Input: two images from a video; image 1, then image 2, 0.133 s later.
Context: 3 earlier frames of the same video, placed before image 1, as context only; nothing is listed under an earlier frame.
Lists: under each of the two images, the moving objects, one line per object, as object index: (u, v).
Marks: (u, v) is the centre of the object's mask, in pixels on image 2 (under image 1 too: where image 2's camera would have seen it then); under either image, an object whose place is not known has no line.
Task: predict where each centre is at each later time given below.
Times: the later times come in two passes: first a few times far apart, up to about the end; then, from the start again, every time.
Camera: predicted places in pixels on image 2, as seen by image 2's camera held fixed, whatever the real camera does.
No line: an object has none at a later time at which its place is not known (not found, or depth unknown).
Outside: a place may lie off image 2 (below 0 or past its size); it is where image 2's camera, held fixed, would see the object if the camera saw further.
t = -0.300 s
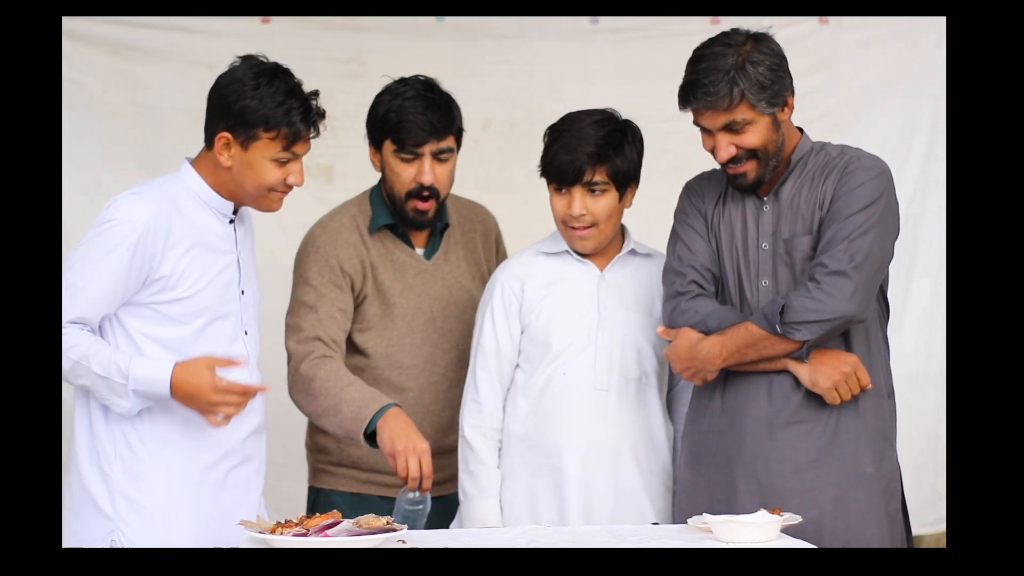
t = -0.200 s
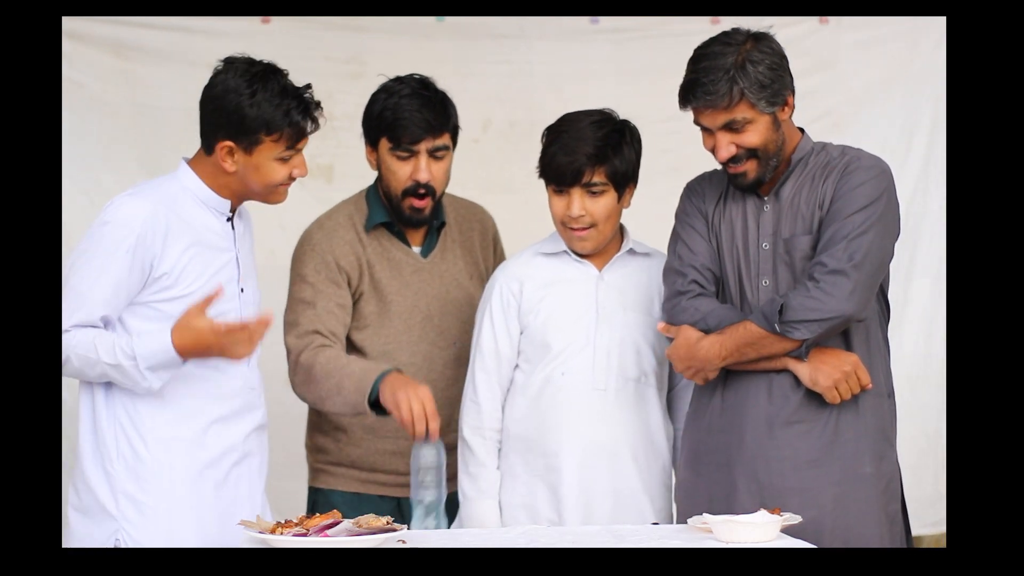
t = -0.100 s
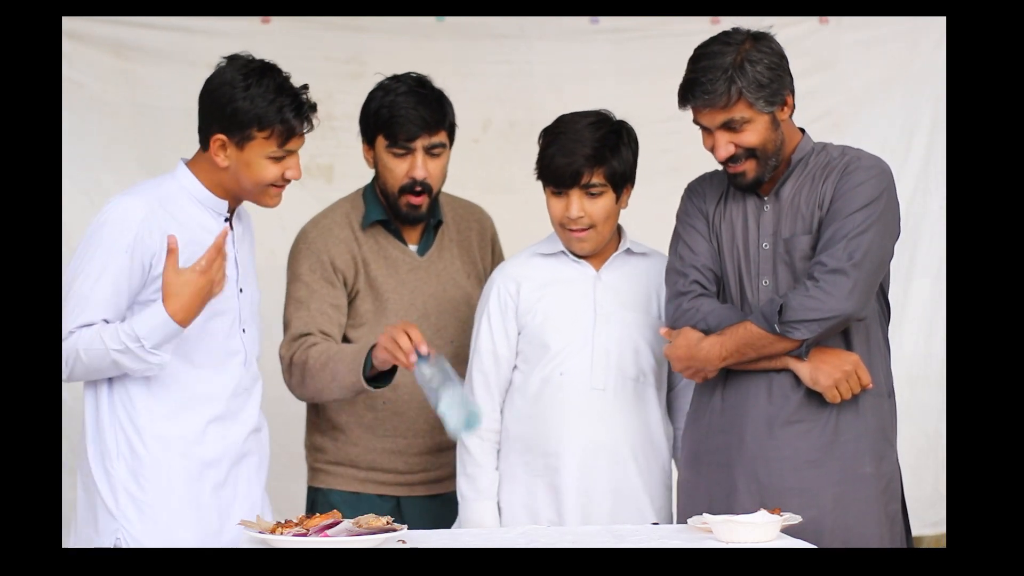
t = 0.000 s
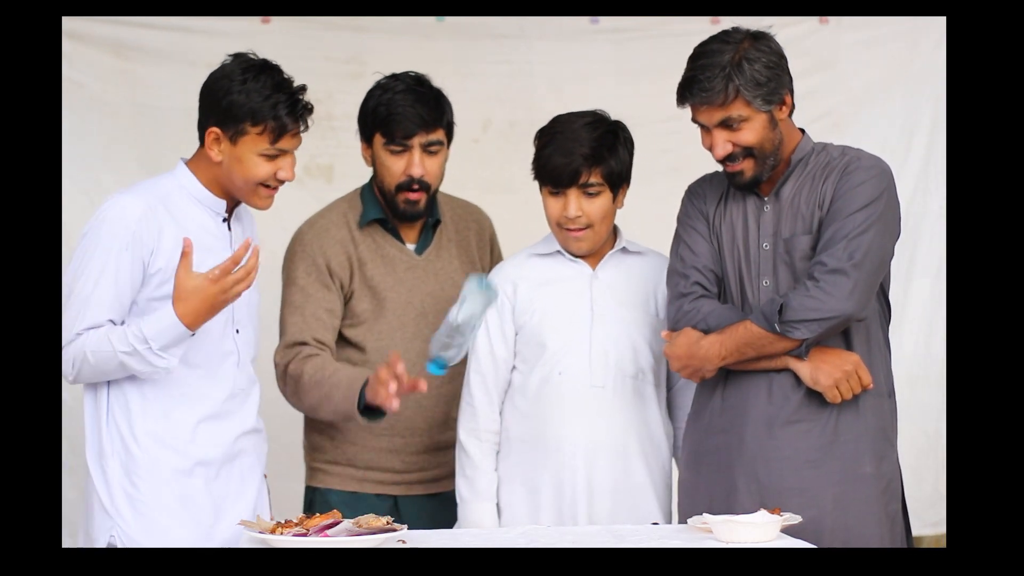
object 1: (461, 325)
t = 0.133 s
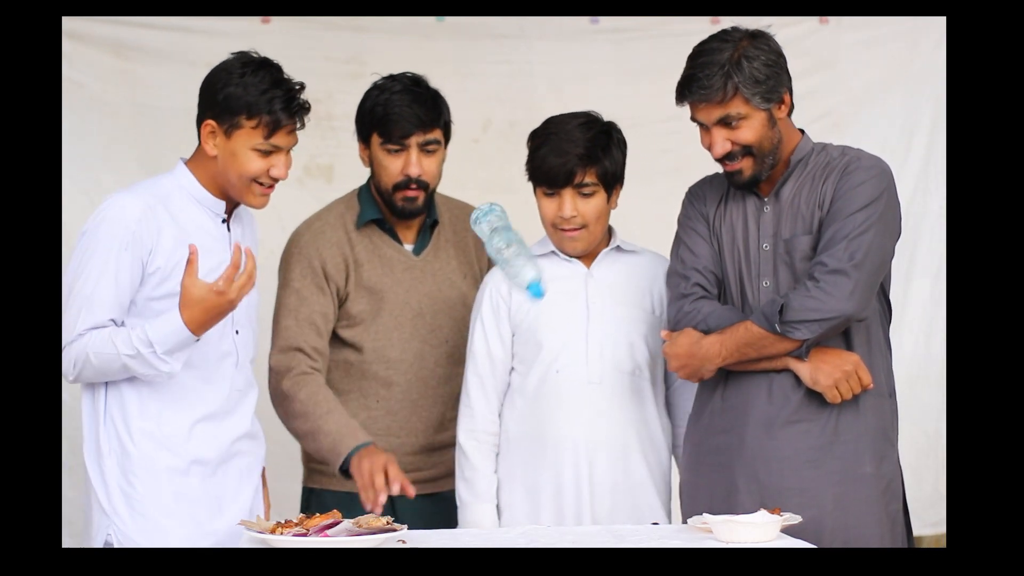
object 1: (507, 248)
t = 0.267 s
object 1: (538, 251)
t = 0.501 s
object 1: (579, 482)
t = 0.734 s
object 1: (621, 505)
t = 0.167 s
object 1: (516, 238)
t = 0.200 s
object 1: (524, 236)
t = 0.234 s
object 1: (531, 240)
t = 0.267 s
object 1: (538, 251)
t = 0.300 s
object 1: (545, 268)
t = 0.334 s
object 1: (549, 297)
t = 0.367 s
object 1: (554, 333)
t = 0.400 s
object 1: (560, 377)
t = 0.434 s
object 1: (567, 430)
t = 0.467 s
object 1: (573, 485)
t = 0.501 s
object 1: (579, 482)
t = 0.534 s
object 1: (583, 483)
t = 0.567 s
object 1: (588, 484)
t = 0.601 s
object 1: (593, 486)
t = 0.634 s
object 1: (598, 487)
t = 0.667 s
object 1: (604, 491)
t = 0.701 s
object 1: (611, 496)
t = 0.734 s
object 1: (621, 505)
